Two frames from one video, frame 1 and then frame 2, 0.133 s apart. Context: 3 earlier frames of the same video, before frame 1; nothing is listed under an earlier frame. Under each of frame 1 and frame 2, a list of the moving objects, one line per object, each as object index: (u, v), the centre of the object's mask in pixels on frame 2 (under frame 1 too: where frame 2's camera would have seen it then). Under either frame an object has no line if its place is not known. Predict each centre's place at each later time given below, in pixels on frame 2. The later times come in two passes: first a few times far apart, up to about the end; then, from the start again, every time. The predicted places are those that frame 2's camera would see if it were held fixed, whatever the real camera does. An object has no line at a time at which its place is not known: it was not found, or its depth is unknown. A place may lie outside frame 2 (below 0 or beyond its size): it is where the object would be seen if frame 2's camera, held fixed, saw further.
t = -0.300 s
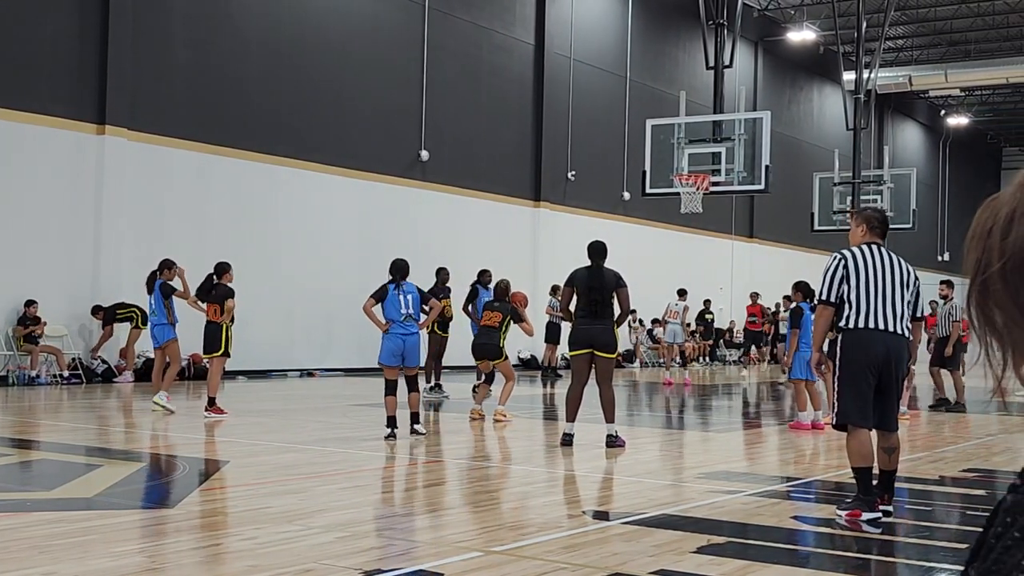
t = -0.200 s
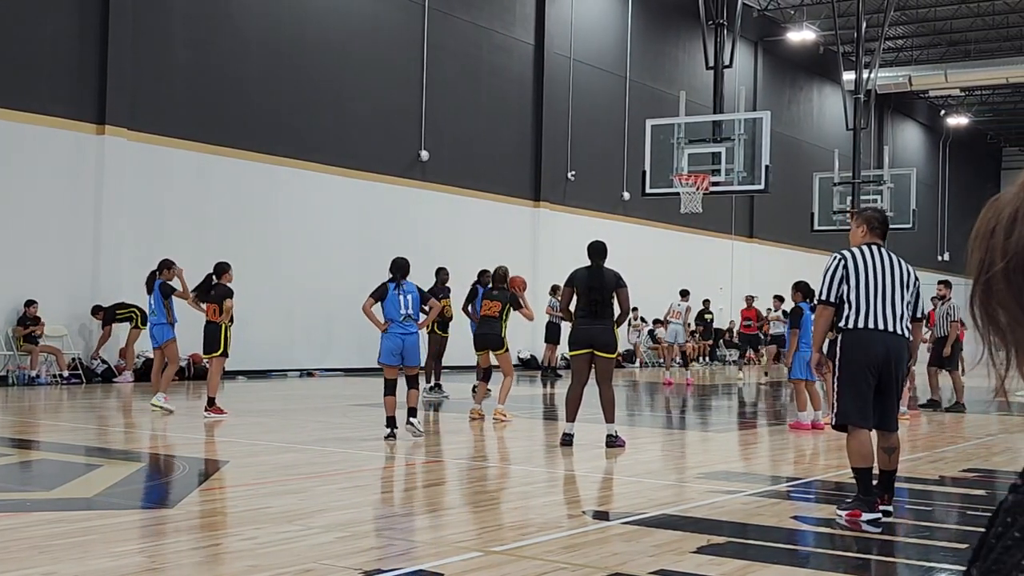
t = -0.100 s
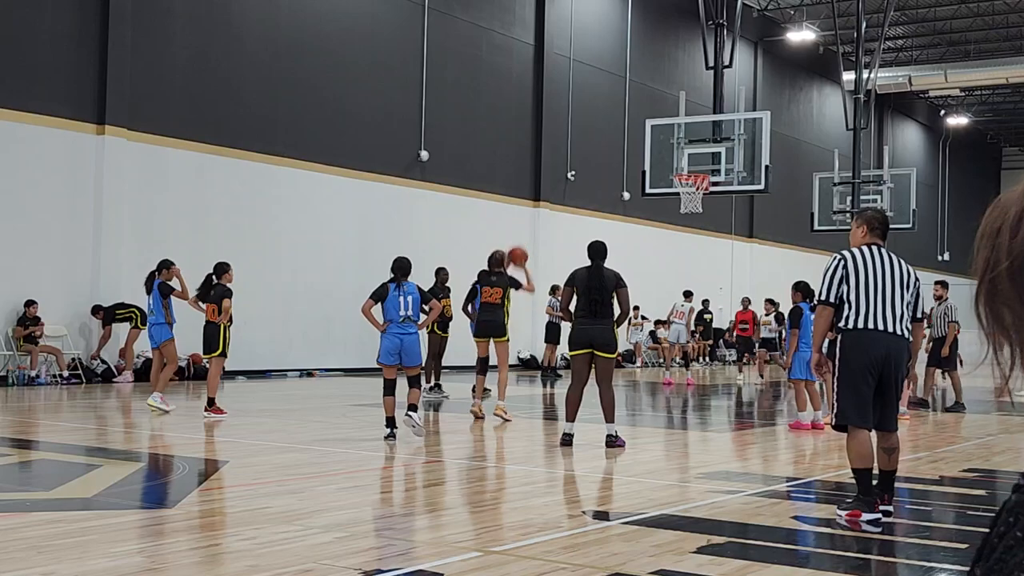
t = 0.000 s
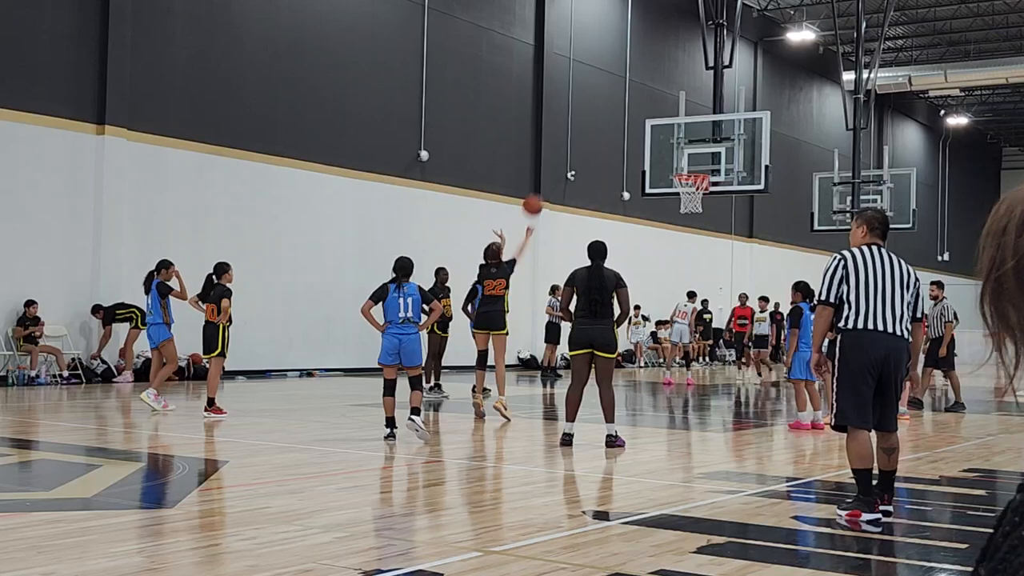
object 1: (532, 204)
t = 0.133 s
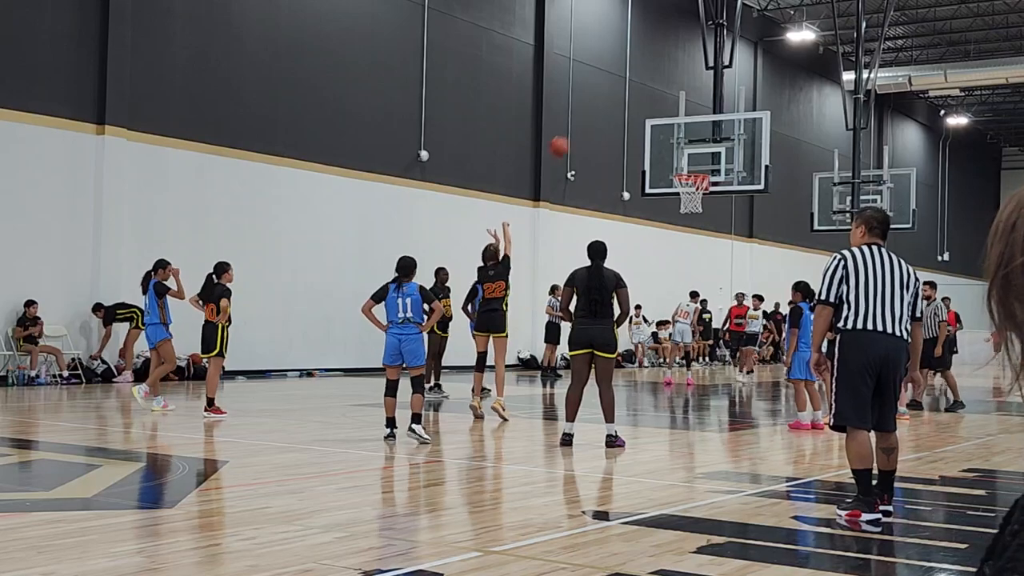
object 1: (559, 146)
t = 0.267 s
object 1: (582, 107)
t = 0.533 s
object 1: (623, 75)
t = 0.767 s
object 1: (654, 94)
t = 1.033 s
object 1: (685, 162)
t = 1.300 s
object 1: (688, 188)
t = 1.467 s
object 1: (679, 213)
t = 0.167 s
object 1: (565, 135)
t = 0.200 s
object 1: (571, 125)
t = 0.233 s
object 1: (577, 115)
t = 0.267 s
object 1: (582, 107)
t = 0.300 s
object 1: (587, 99)
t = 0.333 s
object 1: (592, 93)
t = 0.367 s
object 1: (598, 88)
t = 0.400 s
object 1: (603, 84)
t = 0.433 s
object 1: (608, 80)
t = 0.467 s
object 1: (613, 77)
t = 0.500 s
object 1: (617, 76)
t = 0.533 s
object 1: (623, 75)
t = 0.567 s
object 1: (627, 75)
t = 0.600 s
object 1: (632, 76)
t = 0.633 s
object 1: (637, 78)
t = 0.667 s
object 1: (641, 81)
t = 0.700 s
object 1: (645, 84)
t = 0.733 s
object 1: (649, 89)
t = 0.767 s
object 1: (654, 94)
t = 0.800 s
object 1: (658, 100)
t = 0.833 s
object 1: (662, 106)
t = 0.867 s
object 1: (666, 113)
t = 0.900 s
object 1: (670, 122)
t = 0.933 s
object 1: (673, 132)
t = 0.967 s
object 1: (678, 141)
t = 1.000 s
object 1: (681, 150)
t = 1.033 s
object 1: (685, 162)
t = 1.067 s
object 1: (688, 168)
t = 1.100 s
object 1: (690, 169)
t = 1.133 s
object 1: (693, 172)
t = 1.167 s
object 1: (695, 173)
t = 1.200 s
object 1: (697, 181)
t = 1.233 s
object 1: (691, 185)
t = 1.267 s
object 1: (692, 187)
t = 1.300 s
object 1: (688, 188)
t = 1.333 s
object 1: (684, 197)
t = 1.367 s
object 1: (682, 202)
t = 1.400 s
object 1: (682, 208)
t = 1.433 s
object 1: (679, 209)
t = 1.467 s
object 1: (679, 213)
